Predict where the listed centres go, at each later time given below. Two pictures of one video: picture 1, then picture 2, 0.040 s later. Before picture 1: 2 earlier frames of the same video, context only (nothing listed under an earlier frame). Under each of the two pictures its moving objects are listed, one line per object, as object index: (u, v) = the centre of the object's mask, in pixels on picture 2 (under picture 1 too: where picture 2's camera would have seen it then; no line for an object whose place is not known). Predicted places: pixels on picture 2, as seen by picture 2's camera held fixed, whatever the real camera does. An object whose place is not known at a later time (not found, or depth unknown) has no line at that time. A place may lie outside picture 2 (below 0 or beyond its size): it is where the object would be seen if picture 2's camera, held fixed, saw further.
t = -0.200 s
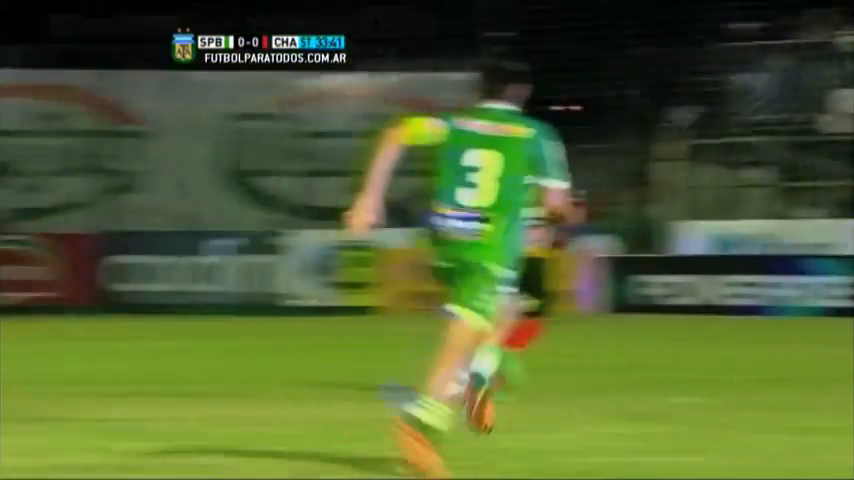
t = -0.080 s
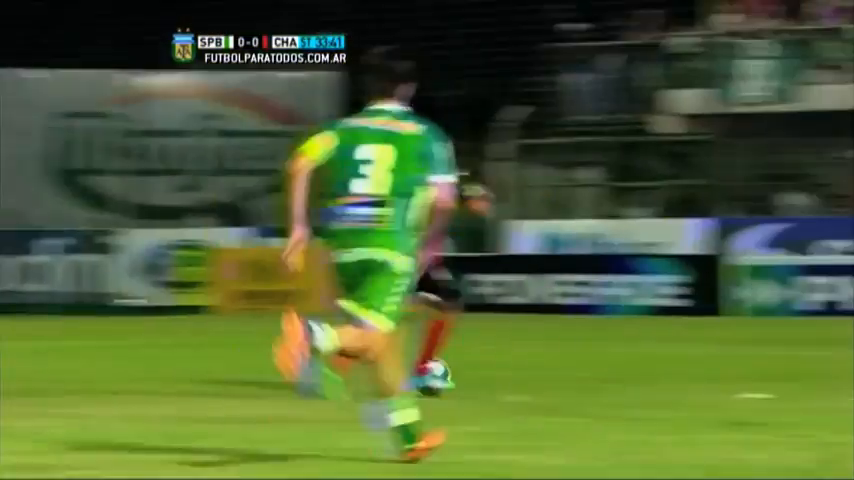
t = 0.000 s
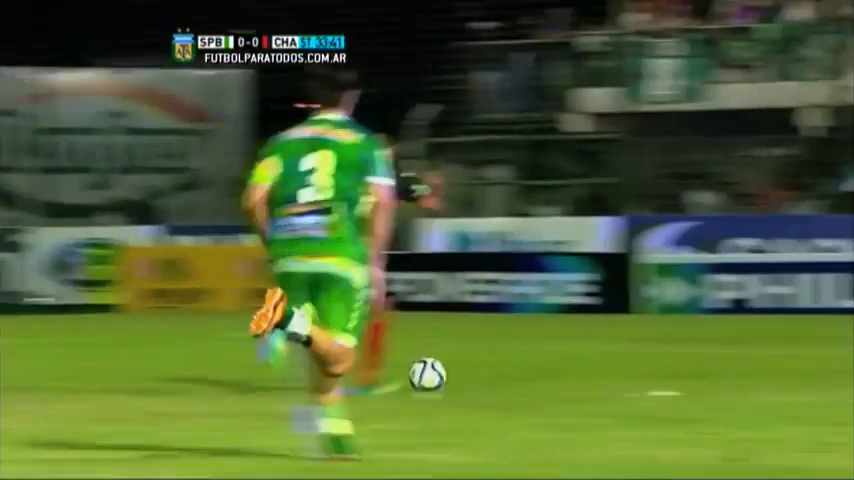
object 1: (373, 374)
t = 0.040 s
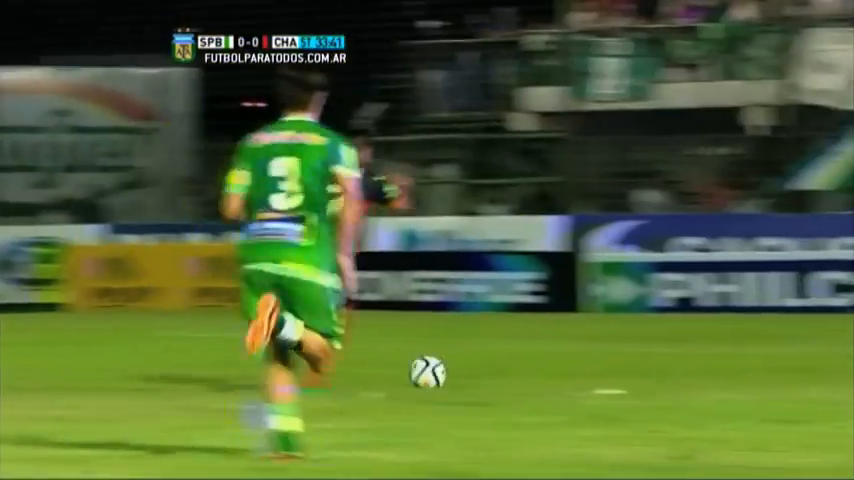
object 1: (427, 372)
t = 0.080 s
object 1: (453, 370)
